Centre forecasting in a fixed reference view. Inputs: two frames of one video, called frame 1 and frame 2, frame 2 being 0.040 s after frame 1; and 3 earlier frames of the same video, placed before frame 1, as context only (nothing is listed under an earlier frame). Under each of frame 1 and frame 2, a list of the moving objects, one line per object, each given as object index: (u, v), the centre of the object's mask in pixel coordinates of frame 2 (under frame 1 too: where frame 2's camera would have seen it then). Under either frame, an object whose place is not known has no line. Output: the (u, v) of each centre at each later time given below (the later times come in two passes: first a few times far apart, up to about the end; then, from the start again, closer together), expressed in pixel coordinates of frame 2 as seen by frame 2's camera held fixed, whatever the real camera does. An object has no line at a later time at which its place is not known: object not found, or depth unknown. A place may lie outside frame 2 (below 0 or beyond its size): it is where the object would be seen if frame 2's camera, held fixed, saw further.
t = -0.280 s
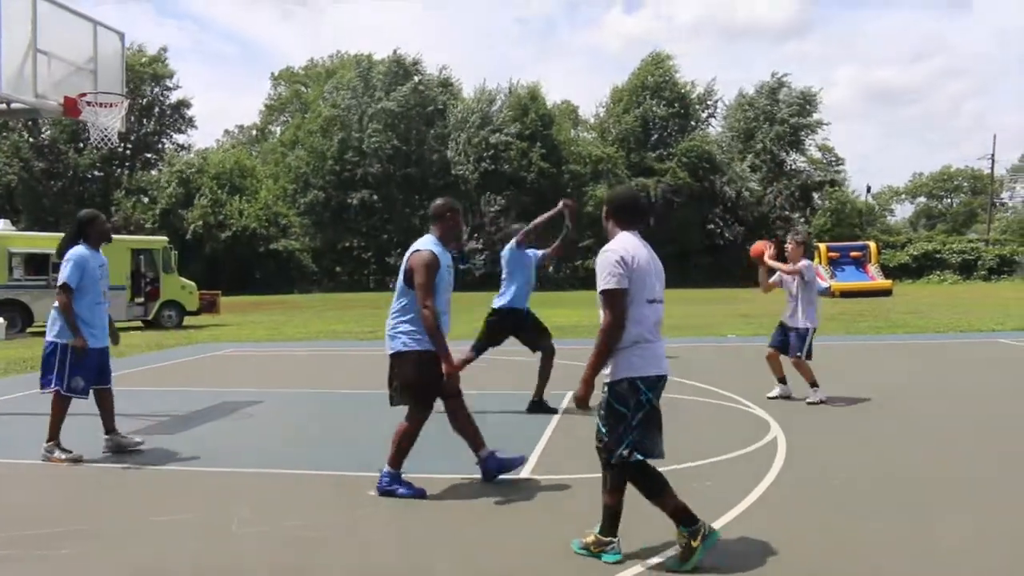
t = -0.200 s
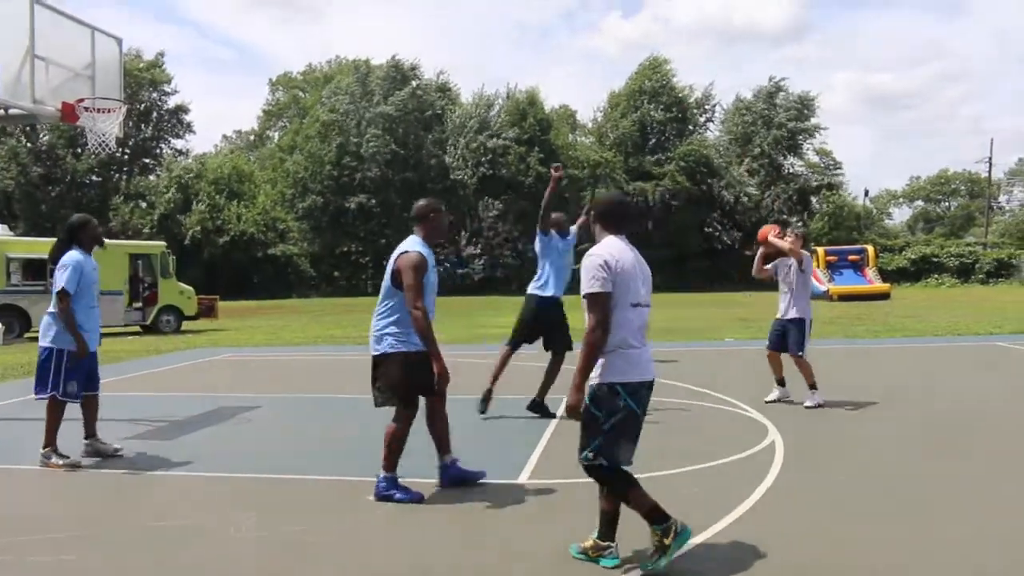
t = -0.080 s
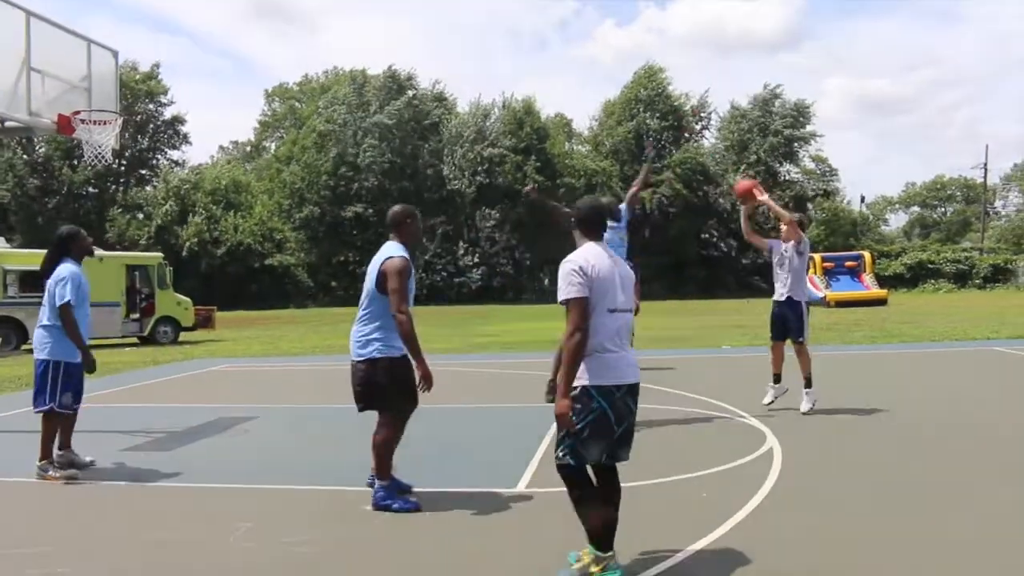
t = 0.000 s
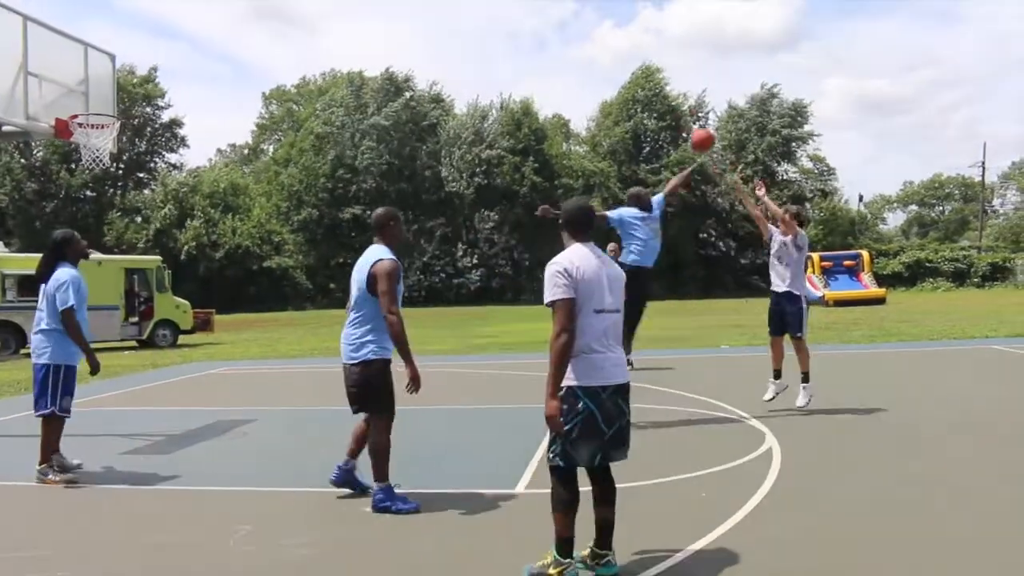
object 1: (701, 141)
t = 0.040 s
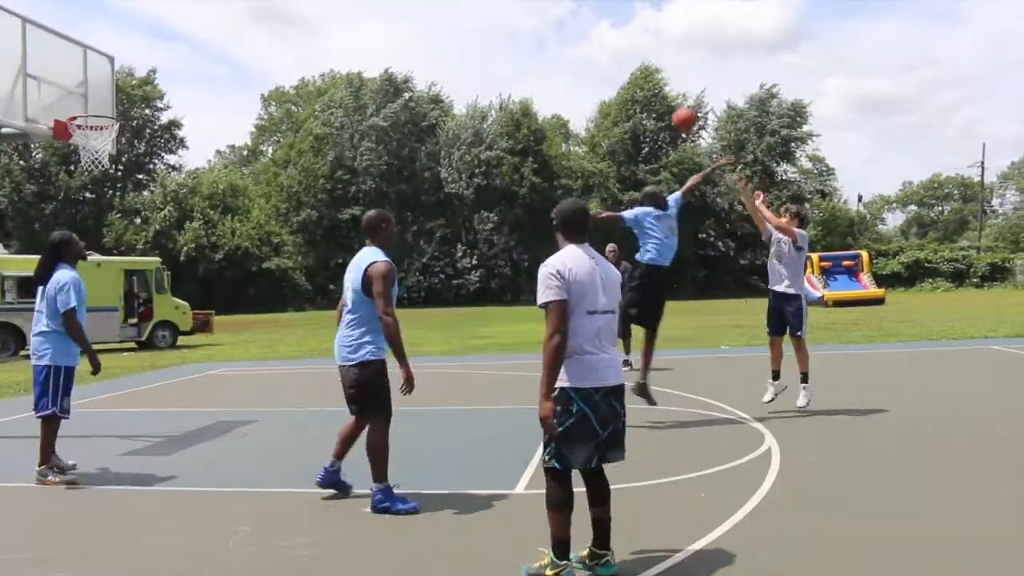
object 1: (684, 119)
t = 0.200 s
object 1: (620, 55)
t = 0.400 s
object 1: (541, 11)
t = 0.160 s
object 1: (636, 69)
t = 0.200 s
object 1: (620, 55)
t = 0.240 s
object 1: (603, 43)
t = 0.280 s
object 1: (587, 33)
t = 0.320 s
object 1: (572, 24)
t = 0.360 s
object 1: (556, 17)
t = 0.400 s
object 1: (541, 11)
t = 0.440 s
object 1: (526, 7)
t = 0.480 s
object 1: (511, 5)
